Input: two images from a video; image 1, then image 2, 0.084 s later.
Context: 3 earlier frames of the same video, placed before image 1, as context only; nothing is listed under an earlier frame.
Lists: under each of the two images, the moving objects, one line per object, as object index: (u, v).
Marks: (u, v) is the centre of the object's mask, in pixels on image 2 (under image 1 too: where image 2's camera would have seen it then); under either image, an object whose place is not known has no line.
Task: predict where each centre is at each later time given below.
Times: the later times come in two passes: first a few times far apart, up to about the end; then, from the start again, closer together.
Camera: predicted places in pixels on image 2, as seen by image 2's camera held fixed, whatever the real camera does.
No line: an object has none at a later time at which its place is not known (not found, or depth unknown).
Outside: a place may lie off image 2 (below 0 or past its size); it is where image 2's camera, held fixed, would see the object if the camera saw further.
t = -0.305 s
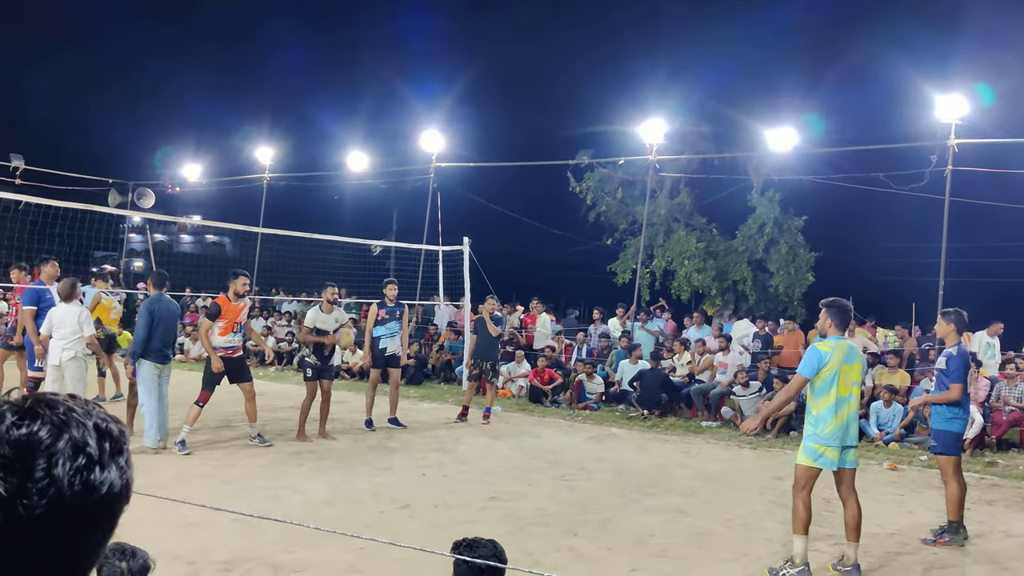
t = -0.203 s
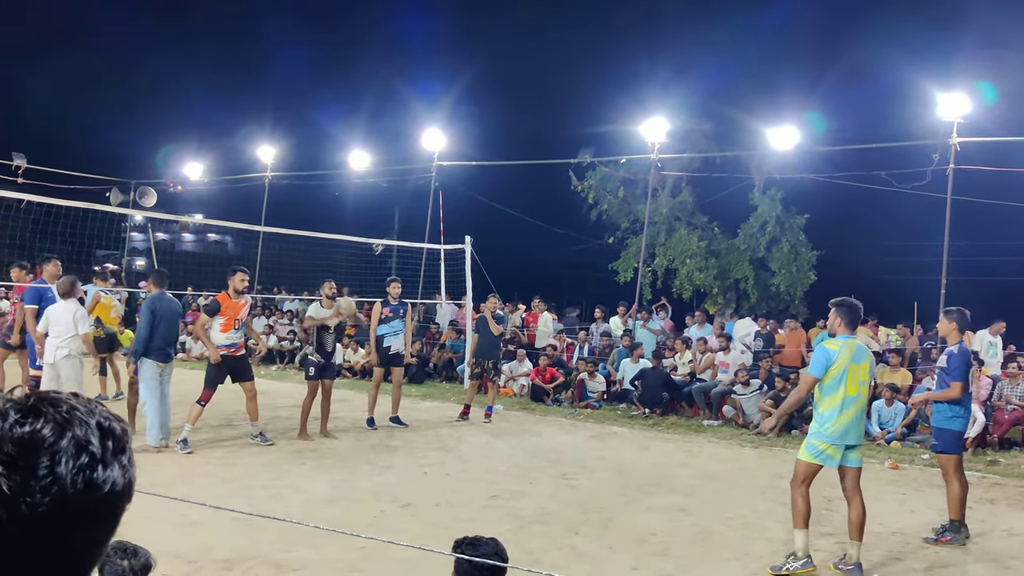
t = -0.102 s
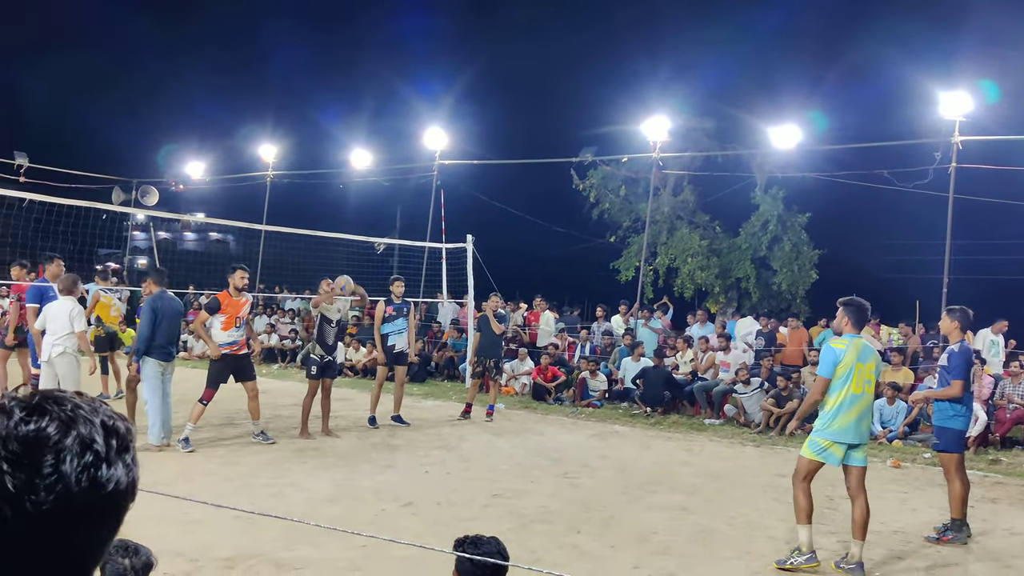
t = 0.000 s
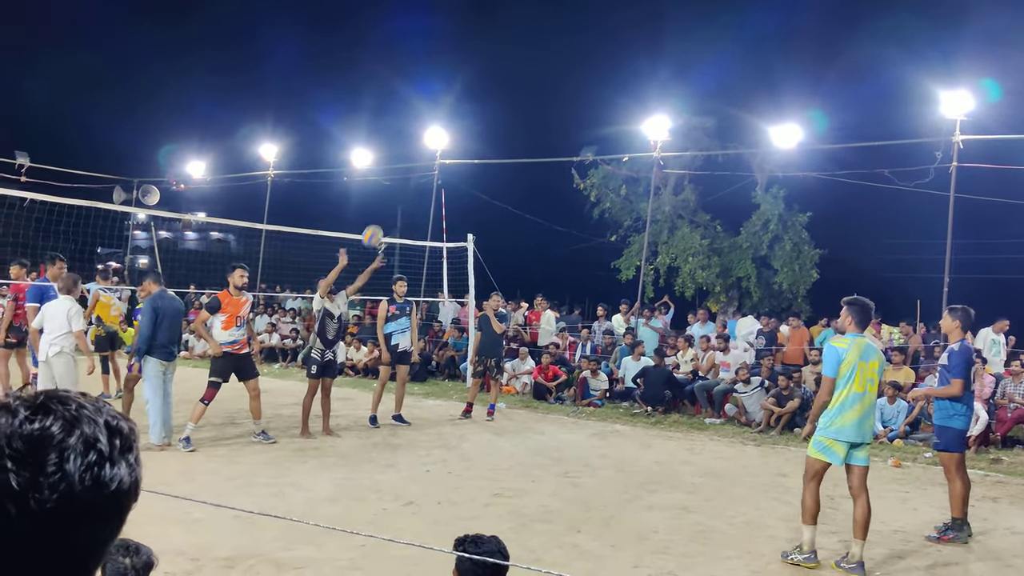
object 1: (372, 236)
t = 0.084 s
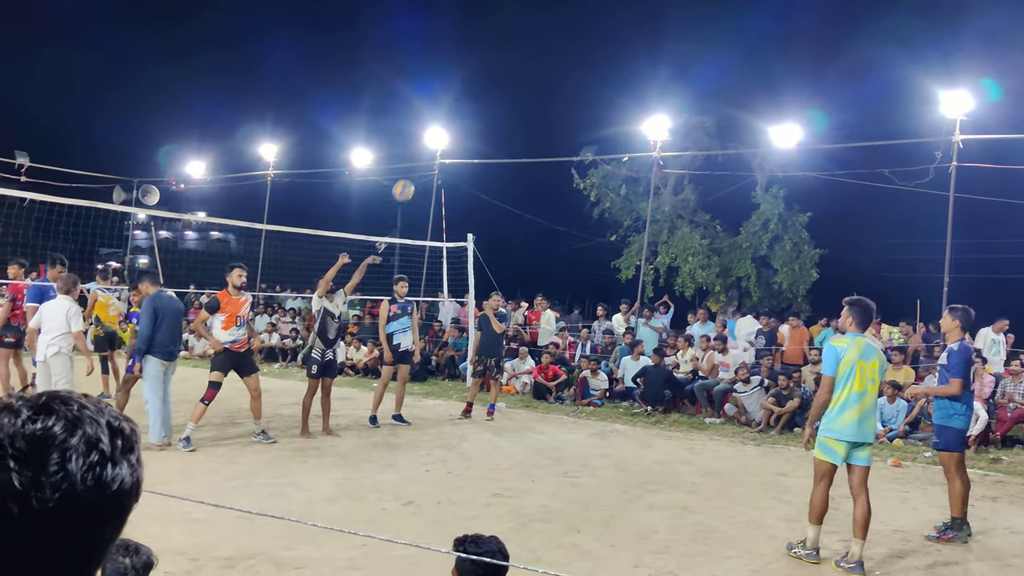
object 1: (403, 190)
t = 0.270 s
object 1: (471, 109)
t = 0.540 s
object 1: (568, 41)
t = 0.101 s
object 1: (409, 182)
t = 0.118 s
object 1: (415, 175)
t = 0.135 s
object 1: (423, 166)
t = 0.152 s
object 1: (426, 161)
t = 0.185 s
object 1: (441, 144)
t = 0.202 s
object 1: (453, 136)
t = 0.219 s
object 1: (454, 127)
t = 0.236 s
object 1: (459, 122)
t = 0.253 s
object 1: (465, 116)
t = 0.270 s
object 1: (471, 109)
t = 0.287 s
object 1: (478, 103)
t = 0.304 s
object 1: (484, 98)
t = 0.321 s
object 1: (490, 92)
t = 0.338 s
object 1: (497, 87)
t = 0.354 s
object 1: (503, 81)
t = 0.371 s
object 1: (509, 76)
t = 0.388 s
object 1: (515, 72)
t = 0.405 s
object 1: (521, 68)
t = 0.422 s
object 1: (527, 63)
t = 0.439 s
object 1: (533, 59)
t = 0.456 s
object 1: (539, 56)
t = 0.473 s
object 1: (545, 52)
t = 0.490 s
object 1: (551, 49)
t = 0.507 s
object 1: (557, 46)
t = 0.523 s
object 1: (563, 44)
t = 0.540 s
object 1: (568, 41)
